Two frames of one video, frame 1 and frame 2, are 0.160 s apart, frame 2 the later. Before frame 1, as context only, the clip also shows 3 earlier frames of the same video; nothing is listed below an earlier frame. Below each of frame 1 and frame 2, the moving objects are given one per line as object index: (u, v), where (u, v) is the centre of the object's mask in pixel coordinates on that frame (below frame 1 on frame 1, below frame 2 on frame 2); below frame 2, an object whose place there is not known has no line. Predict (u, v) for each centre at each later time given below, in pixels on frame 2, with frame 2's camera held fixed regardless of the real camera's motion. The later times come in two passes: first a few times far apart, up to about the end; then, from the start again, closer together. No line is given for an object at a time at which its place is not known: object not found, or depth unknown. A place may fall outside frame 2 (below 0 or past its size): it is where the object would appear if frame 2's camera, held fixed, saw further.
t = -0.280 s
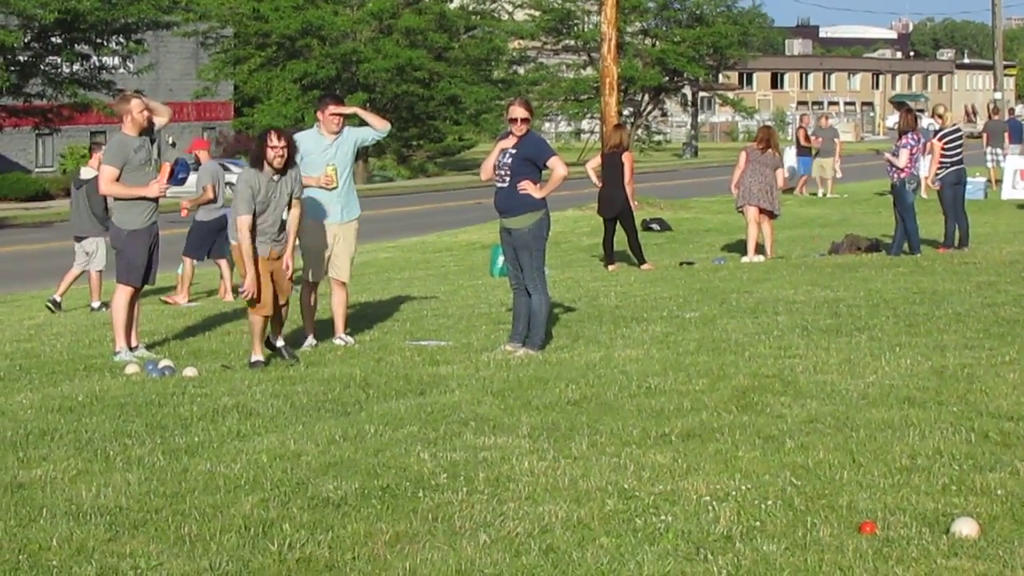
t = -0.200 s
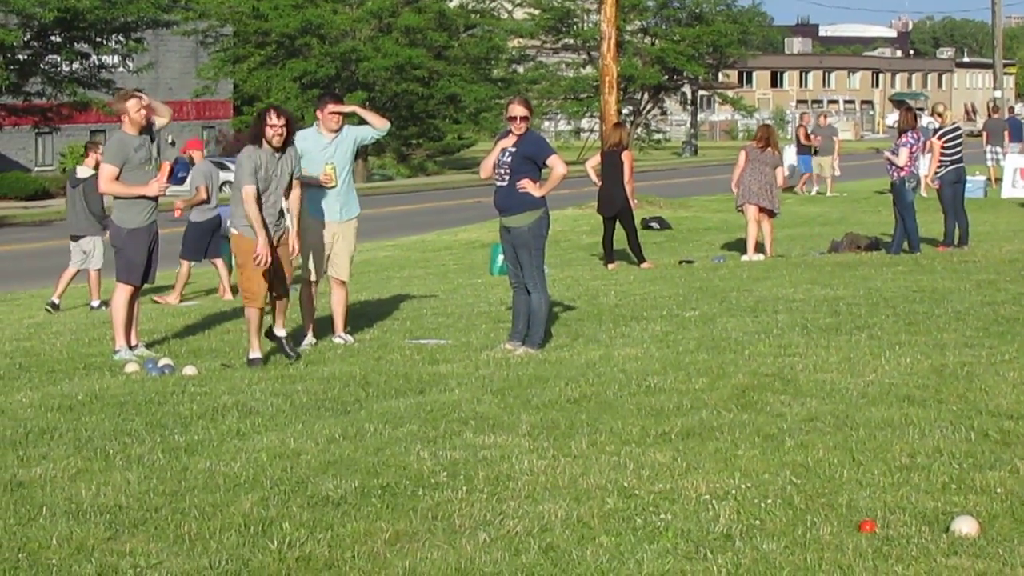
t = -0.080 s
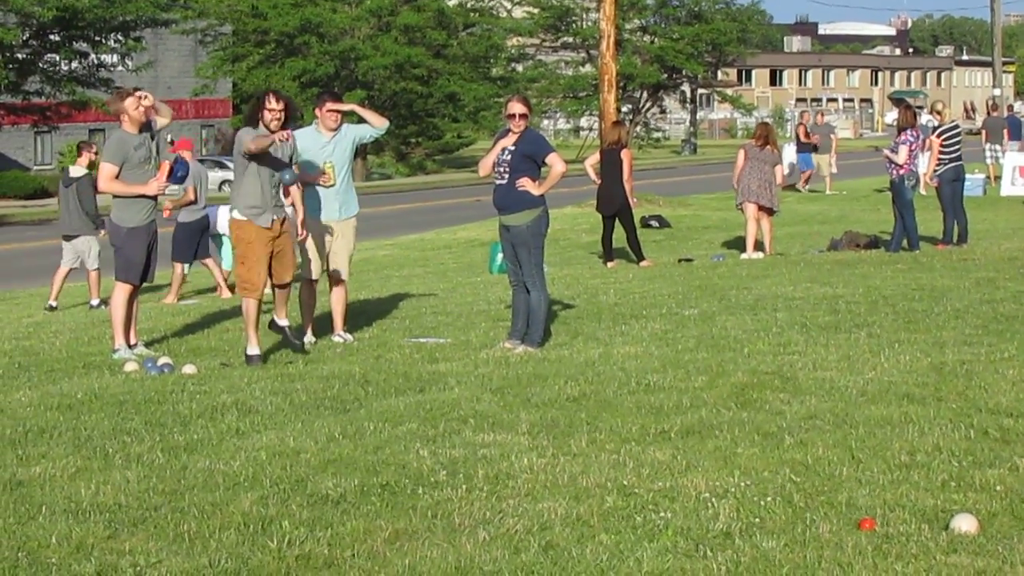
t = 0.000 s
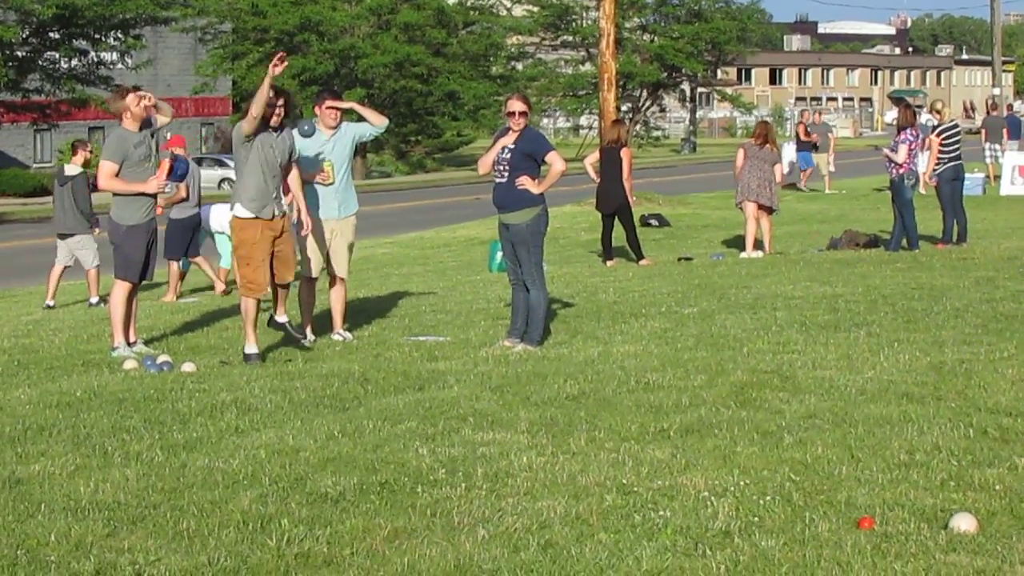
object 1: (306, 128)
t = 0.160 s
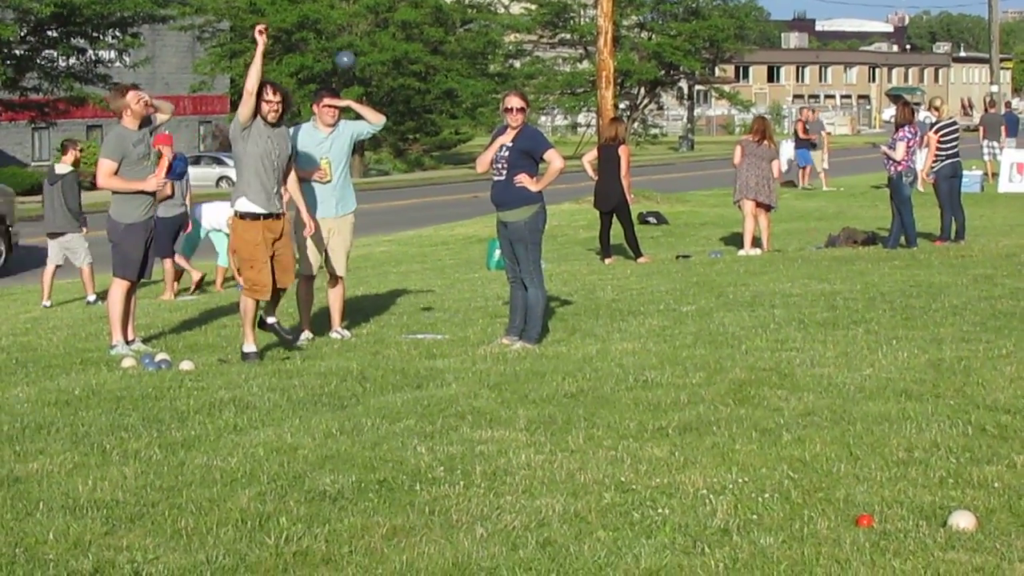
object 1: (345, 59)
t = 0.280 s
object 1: (379, 37)
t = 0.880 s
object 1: (592, 385)
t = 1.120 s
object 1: (643, 412)
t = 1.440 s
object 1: (698, 465)
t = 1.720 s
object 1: (739, 486)
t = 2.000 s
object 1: (772, 500)
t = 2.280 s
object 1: (801, 510)
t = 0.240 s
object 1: (367, 42)
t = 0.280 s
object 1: (379, 37)
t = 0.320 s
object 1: (391, 35)
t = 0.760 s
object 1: (543, 242)
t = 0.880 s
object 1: (592, 385)
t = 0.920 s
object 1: (610, 442)
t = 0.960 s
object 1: (618, 445)
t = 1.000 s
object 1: (624, 430)
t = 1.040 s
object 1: (631, 421)
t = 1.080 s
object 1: (637, 414)
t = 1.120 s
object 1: (643, 412)
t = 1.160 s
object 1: (650, 413)
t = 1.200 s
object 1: (657, 418)
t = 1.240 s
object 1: (663, 427)
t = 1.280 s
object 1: (670, 440)
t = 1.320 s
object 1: (677, 457)
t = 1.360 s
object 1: (684, 470)
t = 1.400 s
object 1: (691, 466)
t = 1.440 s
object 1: (698, 465)
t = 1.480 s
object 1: (704, 467)
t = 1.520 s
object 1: (711, 471)
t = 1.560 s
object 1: (717, 477)
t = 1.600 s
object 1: (722, 478)
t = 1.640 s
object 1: (728, 478)
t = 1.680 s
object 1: (733, 481)
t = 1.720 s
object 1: (739, 486)
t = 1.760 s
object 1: (743, 487)
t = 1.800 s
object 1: (750, 488)
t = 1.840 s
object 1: (754, 489)
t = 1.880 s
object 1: (758, 492)
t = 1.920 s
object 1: (763, 494)
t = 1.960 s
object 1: (769, 497)
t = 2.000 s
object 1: (772, 500)
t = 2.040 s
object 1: (777, 501)
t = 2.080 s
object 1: (780, 502)
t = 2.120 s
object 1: (785, 504)
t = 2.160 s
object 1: (790, 505)
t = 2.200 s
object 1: (793, 506)
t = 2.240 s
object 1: (797, 508)
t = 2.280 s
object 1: (801, 510)
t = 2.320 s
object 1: (803, 511)
